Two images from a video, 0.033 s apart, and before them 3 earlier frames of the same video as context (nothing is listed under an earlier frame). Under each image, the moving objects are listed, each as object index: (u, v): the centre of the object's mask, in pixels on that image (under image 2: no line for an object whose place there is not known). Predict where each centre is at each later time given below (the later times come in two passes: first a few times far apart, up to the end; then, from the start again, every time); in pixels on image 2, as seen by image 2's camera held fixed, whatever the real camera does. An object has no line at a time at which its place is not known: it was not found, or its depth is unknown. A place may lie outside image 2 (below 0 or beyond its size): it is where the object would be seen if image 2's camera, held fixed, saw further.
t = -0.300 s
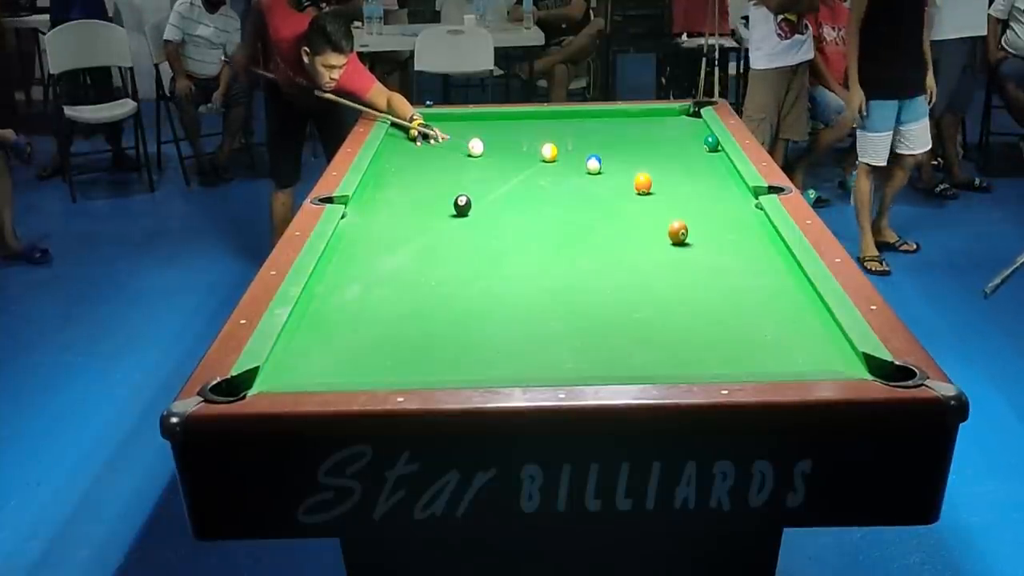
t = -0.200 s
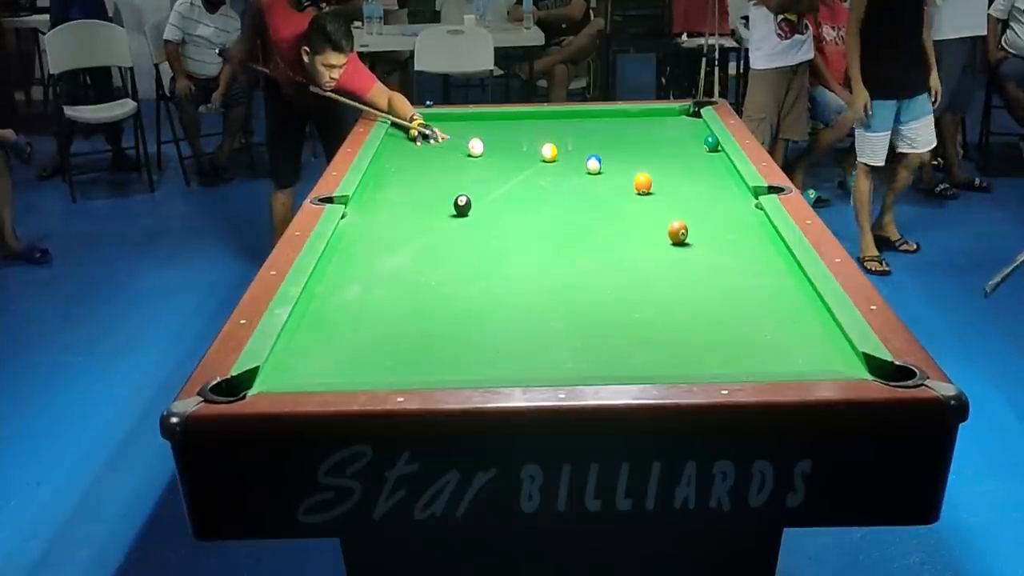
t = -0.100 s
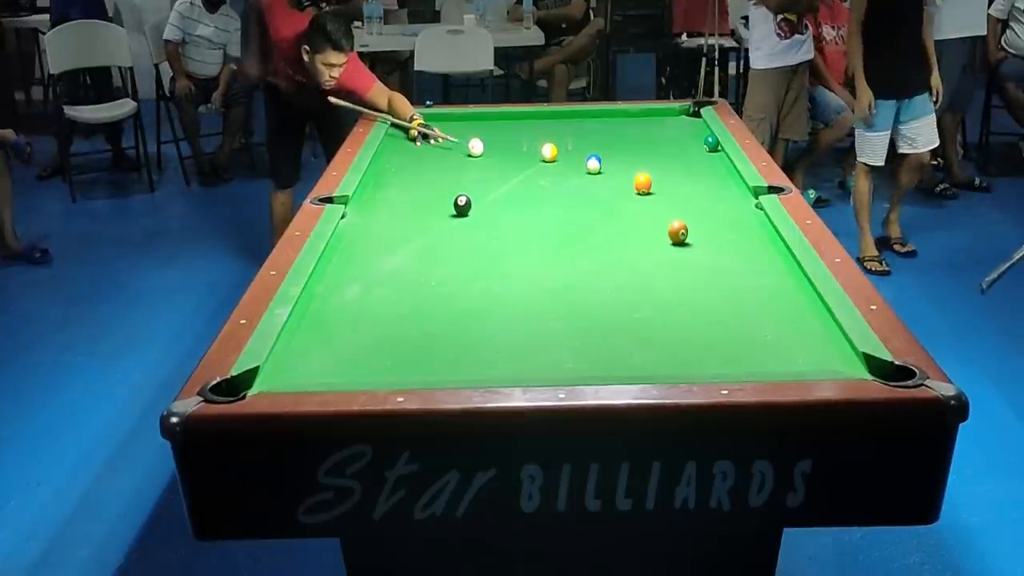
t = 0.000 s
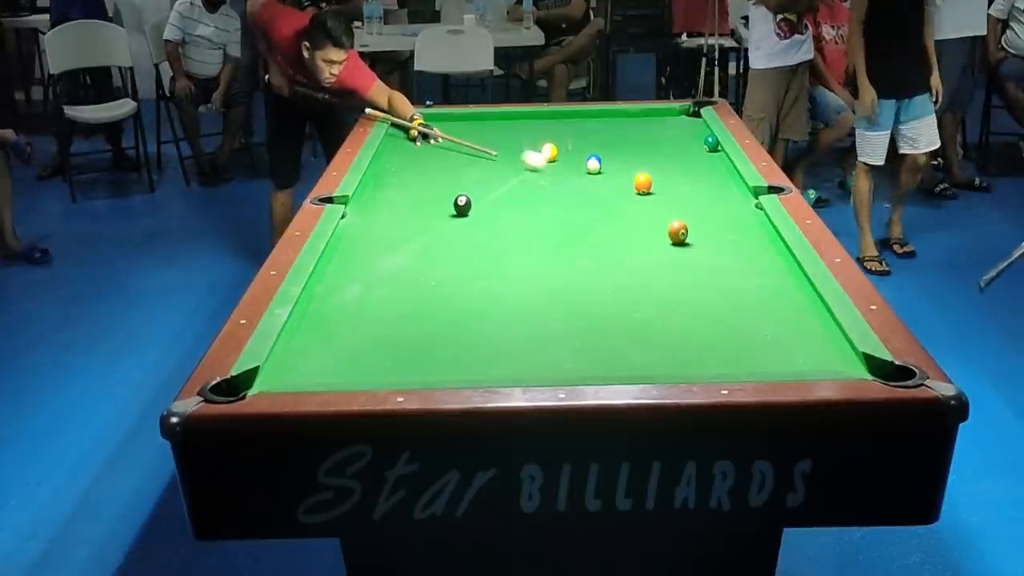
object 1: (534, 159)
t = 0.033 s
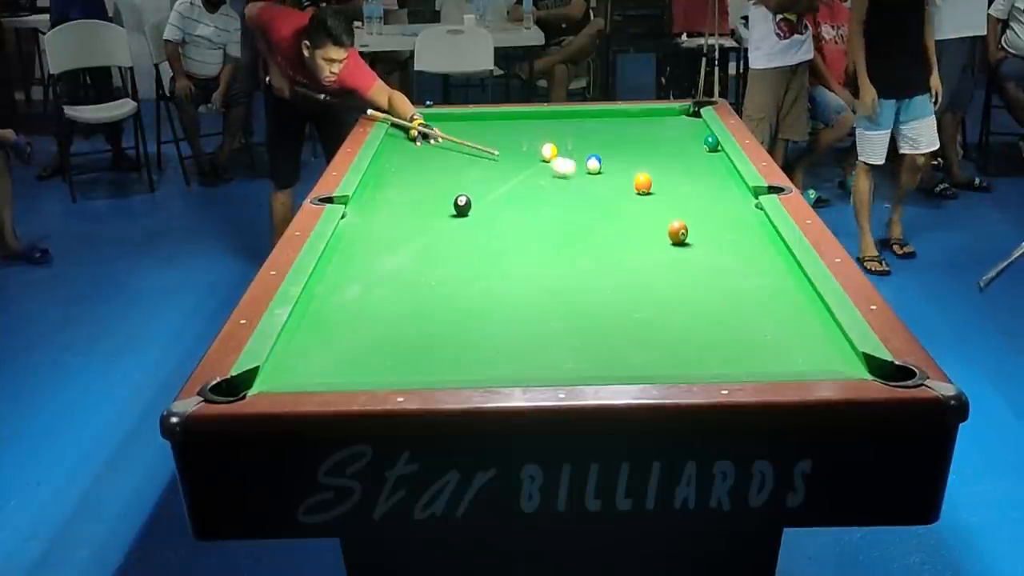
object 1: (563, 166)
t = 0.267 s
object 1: (621, 201)
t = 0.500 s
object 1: (630, 232)
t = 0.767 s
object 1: (641, 275)
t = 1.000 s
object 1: (653, 319)
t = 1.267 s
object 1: (669, 363)
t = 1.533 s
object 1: (686, 336)
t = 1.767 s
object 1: (698, 312)
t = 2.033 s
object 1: (709, 289)
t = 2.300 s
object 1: (719, 269)
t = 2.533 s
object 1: (727, 254)
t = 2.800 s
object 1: (734, 239)
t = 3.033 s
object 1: (739, 227)
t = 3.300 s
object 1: (744, 215)
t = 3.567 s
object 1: (748, 204)
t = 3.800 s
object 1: (743, 197)
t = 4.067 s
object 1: (734, 190)
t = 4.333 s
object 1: (726, 185)
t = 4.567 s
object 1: (719, 180)
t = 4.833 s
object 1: (713, 176)
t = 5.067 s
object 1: (708, 172)
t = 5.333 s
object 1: (703, 169)
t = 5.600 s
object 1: (698, 166)
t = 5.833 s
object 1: (695, 164)
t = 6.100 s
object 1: (692, 162)
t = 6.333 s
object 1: (690, 161)
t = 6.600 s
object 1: (688, 160)
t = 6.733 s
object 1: (688, 160)
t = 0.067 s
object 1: (591, 172)
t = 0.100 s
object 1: (621, 180)
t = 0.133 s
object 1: (624, 185)
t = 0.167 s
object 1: (622, 189)
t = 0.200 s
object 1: (621, 193)
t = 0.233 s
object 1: (621, 198)
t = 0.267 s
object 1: (621, 201)
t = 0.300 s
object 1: (623, 205)
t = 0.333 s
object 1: (624, 210)
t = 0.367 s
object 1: (625, 214)
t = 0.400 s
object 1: (626, 218)
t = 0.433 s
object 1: (627, 223)
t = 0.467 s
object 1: (629, 228)
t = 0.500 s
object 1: (630, 232)
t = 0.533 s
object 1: (631, 237)
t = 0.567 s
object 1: (633, 242)
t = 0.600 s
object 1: (634, 247)
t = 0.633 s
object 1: (636, 252)
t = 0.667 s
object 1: (637, 258)
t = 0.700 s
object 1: (639, 263)
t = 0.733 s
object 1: (640, 269)
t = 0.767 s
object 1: (641, 275)
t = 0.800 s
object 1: (643, 280)
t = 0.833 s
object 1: (645, 287)
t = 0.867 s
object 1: (646, 293)
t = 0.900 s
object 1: (648, 299)
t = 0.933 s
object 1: (650, 306)
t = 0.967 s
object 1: (652, 313)
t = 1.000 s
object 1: (653, 319)
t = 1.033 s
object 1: (655, 327)
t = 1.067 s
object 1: (657, 334)
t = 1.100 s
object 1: (659, 341)
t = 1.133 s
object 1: (661, 349)
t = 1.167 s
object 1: (663, 356)
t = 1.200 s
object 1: (665, 361)
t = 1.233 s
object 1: (667, 365)
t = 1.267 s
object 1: (669, 363)
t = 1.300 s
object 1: (671, 360)
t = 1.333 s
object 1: (674, 358)
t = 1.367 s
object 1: (676, 355)
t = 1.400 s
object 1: (678, 351)
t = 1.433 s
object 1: (680, 347)
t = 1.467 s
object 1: (682, 343)
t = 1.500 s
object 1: (684, 340)
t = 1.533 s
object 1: (686, 336)
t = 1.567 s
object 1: (688, 332)
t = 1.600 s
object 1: (690, 329)
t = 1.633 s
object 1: (691, 325)
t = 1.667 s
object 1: (693, 322)
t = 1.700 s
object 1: (694, 319)
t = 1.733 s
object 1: (696, 316)
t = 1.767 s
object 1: (698, 312)
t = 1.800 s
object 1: (699, 309)
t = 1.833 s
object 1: (701, 306)
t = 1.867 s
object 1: (702, 303)
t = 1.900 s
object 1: (704, 300)
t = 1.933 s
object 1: (705, 298)
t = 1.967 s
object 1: (707, 295)
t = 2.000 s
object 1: (708, 292)
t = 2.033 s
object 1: (709, 289)
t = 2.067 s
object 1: (711, 287)
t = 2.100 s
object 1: (712, 284)
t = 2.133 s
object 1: (713, 282)
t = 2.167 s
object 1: (715, 279)
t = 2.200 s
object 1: (716, 276)
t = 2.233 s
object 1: (717, 274)
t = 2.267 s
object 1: (718, 271)
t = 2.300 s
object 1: (719, 269)
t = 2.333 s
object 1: (720, 267)
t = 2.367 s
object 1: (722, 265)
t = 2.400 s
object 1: (723, 263)
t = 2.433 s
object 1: (724, 260)
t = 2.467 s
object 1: (725, 258)
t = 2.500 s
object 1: (726, 256)
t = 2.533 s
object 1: (727, 254)
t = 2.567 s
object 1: (728, 252)
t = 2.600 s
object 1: (728, 250)
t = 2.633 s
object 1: (729, 248)
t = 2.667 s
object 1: (730, 246)
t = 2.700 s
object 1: (731, 244)
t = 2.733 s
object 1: (732, 242)
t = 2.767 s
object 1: (733, 240)
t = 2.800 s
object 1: (734, 239)
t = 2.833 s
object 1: (735, 237)
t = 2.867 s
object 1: (735, 235)
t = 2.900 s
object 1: (736, 233)
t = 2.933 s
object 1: (737, 231)
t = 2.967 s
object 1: (738, 230)
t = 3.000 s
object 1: (738, 228)
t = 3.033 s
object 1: (739, 227)
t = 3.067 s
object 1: (740, 225)
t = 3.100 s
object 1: (741, 224)
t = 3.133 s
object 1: (741, 222)
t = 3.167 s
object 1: (742, 221)
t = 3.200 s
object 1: (743, 219)
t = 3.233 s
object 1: (743, 218)
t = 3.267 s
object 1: (744, 216)
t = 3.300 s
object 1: (744, 215)
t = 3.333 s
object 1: (745, 213)
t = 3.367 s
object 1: (745, 212)
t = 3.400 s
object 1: (746, 210)
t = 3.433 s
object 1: (747, 209)
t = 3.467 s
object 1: (747, 208)
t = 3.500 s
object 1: (747, 207)
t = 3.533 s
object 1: (748, 206)
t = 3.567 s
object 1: (748, 204)
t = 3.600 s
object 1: (749, 203)
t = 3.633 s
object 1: (748, 202)
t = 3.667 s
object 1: (748, 201)
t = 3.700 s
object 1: (746, 200)
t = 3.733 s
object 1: (745, 199)
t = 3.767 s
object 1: (744, 198)
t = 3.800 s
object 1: (743, 197)
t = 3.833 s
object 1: (742, 196)
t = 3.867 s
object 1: (740, 195)
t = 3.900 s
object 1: (739, 195)
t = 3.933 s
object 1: (738, 194)
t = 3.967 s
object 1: (737, 193)
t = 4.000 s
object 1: (736, 192)
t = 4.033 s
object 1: (735, 191)
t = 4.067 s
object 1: (734, 190)
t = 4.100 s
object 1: (733, 190)
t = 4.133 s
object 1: (732, 189)
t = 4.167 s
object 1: (731, 188)
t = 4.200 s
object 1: (730, 187)
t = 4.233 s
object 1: (729, 187)
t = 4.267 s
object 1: (728, 186)
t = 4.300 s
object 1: (727, 185)
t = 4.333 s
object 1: (726, 185)
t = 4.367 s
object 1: (725, 184)
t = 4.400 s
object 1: (724, 183)
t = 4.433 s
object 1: (723, 182)
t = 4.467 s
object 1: (722, 182)
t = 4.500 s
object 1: (721, 181)
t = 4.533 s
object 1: (720, 180)
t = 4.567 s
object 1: (719, 180)
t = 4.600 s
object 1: (719, 179)
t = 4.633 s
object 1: (718, 179)
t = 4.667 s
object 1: (717, 178)
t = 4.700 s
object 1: (716, 178)
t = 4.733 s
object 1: (715, 177)
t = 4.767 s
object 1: (714, 177)
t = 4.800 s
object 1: (714, 176)
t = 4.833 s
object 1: (713, 176)
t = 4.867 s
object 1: (712, 175)
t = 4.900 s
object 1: (711, 175)
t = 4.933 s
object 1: (711, 174)
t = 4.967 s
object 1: (710, 174)
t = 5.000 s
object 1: (709, 173)
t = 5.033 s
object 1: (709, 173)
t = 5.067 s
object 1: (708, 172)
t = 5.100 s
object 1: (707, 172)
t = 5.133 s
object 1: (706, 171)
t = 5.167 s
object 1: (706, 171)
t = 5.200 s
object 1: (705, 170)
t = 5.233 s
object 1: (704, 170)
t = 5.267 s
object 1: (704, 169)
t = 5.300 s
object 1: (703, 169)
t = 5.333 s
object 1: (703, 169)
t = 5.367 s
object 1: (702, 168)
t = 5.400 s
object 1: (701, 168)
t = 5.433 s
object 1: (701, 168)
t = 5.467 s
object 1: (700, 167)
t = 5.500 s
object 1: (699, 167)
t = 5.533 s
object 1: (699, 167)
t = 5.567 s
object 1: (698, 166)
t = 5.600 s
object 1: (698, 166)
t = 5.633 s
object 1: (697, 166)
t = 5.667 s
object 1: (697, 165)
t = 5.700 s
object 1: (697, 165)
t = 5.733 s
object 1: (696, 165)
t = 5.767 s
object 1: (696, 164)
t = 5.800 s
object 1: (695, 164)
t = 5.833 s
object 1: (695, 164)
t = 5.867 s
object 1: (694, 164)
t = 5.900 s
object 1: (694, 163)
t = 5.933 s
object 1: (693, 163)
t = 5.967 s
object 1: (693, 163)
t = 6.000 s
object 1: (693, 163)
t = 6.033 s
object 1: (692, 162)
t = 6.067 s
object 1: (692, 162)
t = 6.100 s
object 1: (692, 162)
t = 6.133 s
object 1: (691, 162)
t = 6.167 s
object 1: (691, 162)
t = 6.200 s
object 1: (691, 161)
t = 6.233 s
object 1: (690, 161)
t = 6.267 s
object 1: (690, 161)
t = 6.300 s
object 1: (690, 161)
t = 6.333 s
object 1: (690, 161)
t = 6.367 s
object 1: (689, 161)
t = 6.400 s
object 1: (689, 160)
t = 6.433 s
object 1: (689, 160)
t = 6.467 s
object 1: (689, 160)
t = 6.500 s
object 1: (689, 160)
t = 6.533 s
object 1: (689, 160)
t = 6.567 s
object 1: (689, 160)
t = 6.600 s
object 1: (688, 160)
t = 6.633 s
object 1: (688, 160)
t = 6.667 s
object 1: (688, 160)
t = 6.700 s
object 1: (688, 160)
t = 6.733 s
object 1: (688, 160)
